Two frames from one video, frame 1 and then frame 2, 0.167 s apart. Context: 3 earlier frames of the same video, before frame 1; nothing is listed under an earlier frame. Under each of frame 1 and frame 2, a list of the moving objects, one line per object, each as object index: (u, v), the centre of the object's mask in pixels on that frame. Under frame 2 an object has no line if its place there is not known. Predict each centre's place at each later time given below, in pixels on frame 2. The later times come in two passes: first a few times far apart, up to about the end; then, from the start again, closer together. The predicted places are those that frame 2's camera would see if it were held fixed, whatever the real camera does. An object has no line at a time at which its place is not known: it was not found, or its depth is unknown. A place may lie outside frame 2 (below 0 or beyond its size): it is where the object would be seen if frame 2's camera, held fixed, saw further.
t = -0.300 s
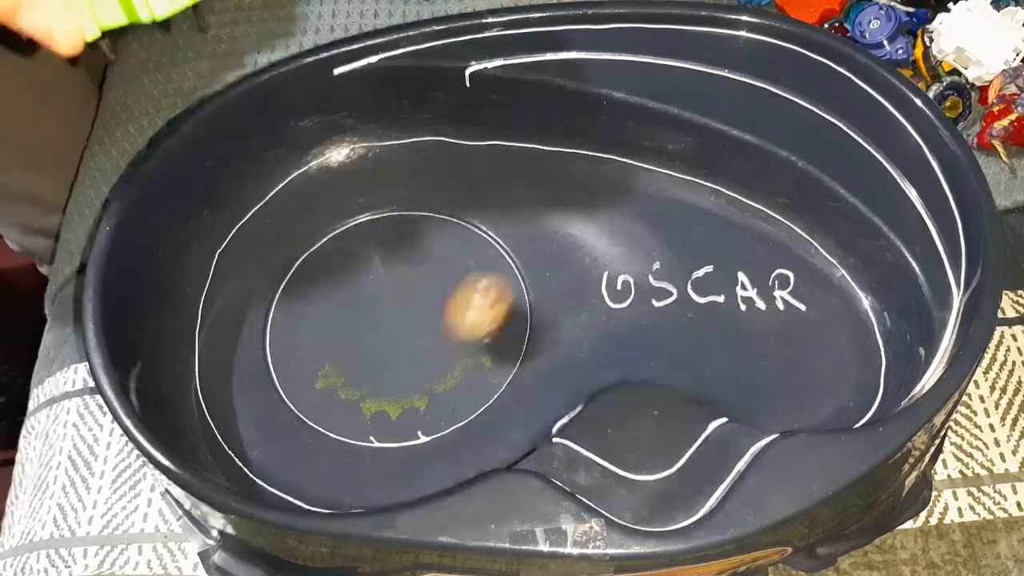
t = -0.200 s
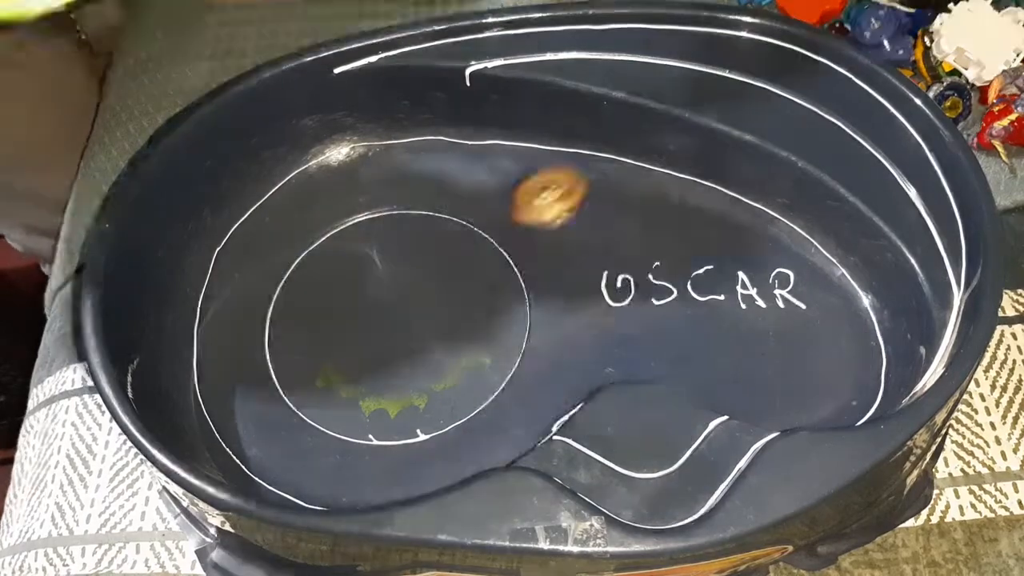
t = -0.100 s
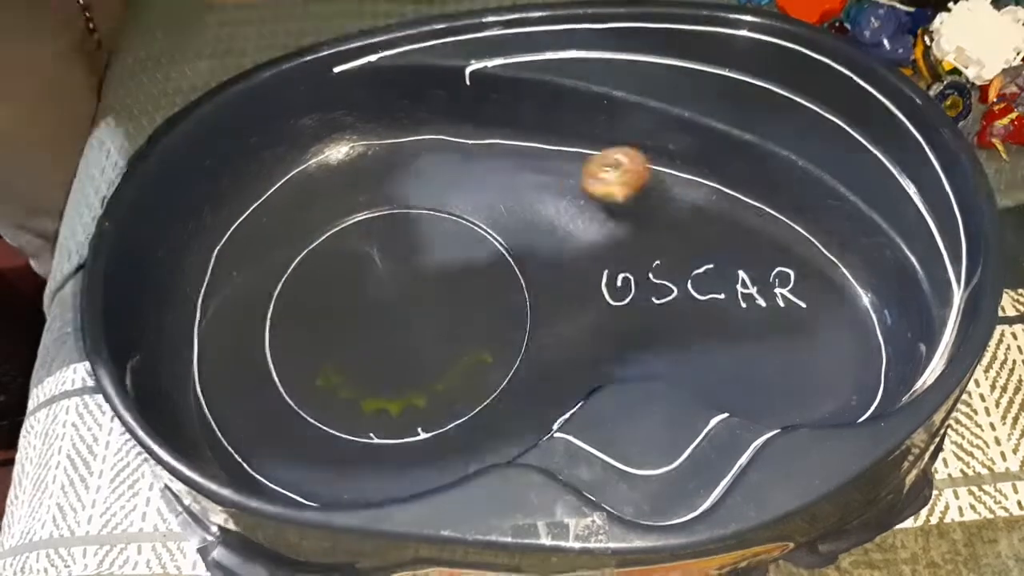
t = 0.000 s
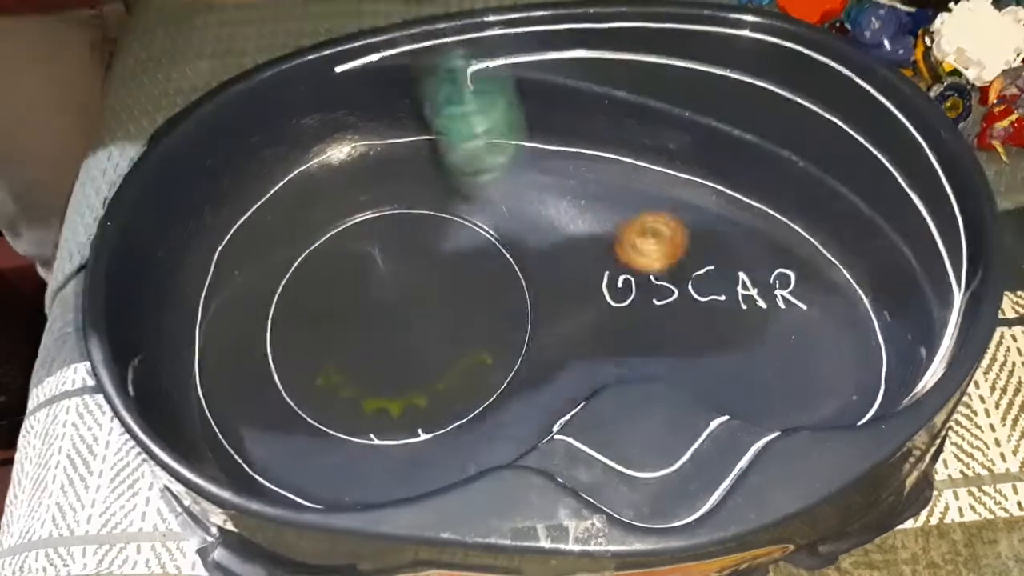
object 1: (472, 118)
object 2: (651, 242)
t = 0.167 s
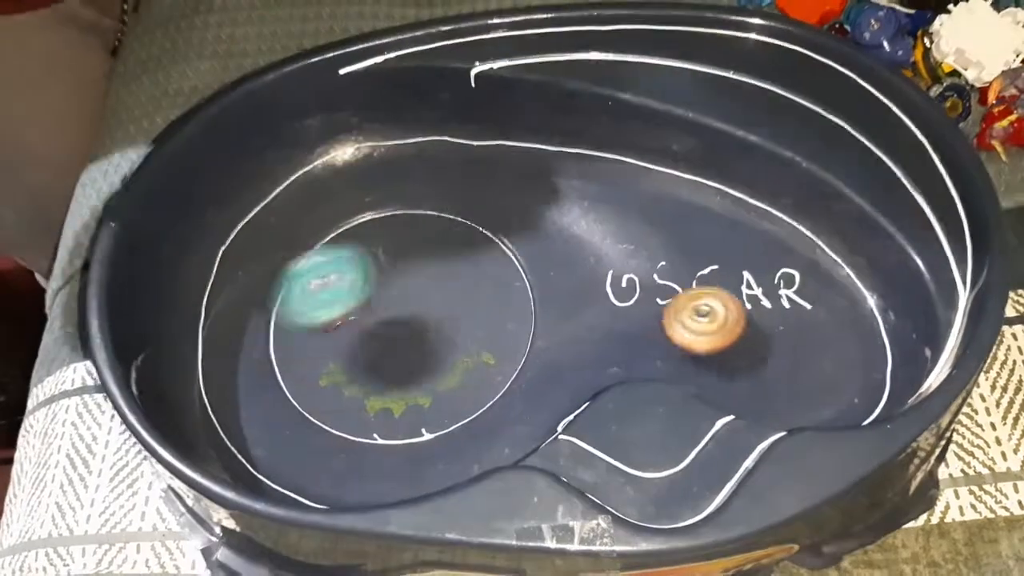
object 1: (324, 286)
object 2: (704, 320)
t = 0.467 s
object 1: (312, 459)
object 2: (801, 247)
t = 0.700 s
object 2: (808, 256)
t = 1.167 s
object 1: (368, 312)
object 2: (706, 269)
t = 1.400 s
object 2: (530, 344)
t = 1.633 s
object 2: (406, 340)
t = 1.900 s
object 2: (351, 235)
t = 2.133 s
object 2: (392, 211)
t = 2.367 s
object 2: (391, 257)
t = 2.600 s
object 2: (333, 291)
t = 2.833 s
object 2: (321, 277)
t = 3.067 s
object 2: (307, 241)
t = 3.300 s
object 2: (367, 236)
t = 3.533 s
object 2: (392, 266)
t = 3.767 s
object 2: (402, 290)
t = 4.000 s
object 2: (381, 325)
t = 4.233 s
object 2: (340, 311)
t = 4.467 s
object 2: (352, 289)
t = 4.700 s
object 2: (358, 254)
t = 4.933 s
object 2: (394, 225)
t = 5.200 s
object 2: (409, 279)
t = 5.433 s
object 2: (361, 318)
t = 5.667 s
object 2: (330, 303)
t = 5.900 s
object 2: (333, 309)
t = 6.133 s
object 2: (350, 315)
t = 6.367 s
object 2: (380, 341)
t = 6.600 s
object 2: (387, 378)
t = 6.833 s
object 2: (395, 391)
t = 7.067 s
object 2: (407, 382)
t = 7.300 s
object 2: (418, 368)
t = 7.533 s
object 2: (426, 346)
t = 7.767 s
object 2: (412, 323)
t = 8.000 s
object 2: (404, 321)
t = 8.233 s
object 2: (375, 321)
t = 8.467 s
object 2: (352, 311)
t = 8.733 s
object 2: (326, 303)
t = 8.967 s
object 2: (317, 312)
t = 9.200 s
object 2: (320, 333)
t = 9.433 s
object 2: (327, 357)
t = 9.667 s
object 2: (324, 358)
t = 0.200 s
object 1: (276, 316)
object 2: (710, 322)
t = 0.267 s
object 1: (238, 347)
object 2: (723, 312)
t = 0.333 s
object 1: (243, 380)
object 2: (737, 288)
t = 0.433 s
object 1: (283, 452)
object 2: (784, 255)
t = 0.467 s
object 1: (312, 459)
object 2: (801, 247)
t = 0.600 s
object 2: (806, 258)
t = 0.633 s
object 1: (428, 459)
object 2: (807, 258)
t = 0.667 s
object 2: (808, 257)
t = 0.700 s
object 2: (808, 256)
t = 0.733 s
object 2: (807, 253)
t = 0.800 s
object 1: (479, 407)
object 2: (800, 245)
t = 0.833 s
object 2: (795, 241)
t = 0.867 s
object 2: (790, 238)
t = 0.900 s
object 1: (488, 358)
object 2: (784, 237)
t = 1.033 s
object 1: (440, 323)
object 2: (753, 240)
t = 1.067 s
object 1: (423, 318)
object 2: (742, 245)
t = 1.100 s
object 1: (406, 315)
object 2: (730, 251)
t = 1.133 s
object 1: (387, 313)
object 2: (718, 259)
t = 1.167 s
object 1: (368, 312)
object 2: (706, 269)
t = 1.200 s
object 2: (693, 279)
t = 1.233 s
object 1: (330, 317)
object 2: (675, 287)
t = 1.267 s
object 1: (310, 323)
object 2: (654, 297)
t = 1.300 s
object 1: (292, 329)
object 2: (626, 308)
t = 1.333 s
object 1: (278, 337)
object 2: (595, 321)
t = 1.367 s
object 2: (563, 332)
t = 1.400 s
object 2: (530, 344)
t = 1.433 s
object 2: (498, 359)
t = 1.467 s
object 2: (470, 364)
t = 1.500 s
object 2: (442, 368)
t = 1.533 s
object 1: (340, 401)
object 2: (423, 368)
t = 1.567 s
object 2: (419, 361)
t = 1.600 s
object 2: (411, 354)
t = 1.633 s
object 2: (406, 340)
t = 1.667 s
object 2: (398, 328)
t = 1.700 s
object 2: (389, 313)
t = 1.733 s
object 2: (381, 296)
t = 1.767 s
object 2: (373, 283)
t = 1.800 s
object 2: (365, 270)
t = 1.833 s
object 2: (359, 259)
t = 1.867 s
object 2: (354, 246)
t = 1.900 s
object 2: (351, 235)
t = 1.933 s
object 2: (351, 225)
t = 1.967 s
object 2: (353, 213)
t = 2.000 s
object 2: (359, 204)
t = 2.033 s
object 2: (371, 205)
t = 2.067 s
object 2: (379, 206)
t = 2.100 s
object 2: (386, 208)
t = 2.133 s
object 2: (392, 211)
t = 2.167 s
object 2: (397, 213)
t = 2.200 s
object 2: (401, 217)
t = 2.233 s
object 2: (403, 222)
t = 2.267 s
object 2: (404, 230)
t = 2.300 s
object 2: (401, 239)
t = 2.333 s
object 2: (397, 248)
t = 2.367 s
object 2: (391, 257)
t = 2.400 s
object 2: (383, 265)
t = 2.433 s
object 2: (375, 274)
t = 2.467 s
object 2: (365, 281)
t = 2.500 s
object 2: (354, 289)
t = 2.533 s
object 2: (343, 295)
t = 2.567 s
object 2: (336, 296)
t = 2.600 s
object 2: (333, 291)
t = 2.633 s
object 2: (333, 284)
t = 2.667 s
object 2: (331, 280)
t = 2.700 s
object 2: (328, 277)
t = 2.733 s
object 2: (326, 276)
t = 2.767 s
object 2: (324, 276)
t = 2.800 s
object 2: (322, 276)
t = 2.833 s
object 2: (321, 277)
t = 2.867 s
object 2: (320, 277)
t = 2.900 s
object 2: (319, 279)
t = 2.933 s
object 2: (319, 283)
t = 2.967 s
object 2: (315, 280)
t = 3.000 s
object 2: (308, 263)
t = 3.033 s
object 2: (304, 251)
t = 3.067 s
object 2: (307, 241)
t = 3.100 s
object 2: (312, 234)
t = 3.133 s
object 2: (320, 230)
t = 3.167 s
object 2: (330, 228)
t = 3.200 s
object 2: (341, 227)
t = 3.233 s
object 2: (351, 228)
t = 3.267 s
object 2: (360, 231)
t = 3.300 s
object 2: (367, 236)
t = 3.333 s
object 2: (374, 241)
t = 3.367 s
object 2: (379, 249)
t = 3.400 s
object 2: (383, 257)
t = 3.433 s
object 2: (386, 260)
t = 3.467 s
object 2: (388, 263)
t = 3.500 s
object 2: (390, 267)
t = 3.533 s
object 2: (392, 266)
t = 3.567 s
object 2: (394, 266)
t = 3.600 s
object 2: (396, 268)
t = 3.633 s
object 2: (398, 271)
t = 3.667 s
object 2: (400, 275)
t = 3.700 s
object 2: (401, 279)
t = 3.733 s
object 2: (402, 284)
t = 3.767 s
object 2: (402, 290)
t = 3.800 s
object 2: (402, 295)
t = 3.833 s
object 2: (401, 301)
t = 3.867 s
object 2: (399, 306)
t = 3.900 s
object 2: (396, 313)
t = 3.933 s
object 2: (393, 319)
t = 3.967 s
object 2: (389, 325)
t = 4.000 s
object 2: (381, 325)
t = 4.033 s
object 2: (372, 326)
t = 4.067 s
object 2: (363, 326)
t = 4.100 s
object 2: (356, 326)
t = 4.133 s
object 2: (349, 324)
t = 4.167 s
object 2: (344, 320)
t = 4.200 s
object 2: (341, 316)
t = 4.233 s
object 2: (340, 311)
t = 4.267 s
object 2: (339, 306)
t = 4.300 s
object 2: (340, 302)
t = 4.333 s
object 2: (340, 298)
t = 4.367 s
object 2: (342, 294)
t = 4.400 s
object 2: (344, 291)
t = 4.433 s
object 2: (348, 290)
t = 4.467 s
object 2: (352, 289)
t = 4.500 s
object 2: (357, 290)
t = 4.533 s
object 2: (362, 294)
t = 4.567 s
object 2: (365, 298)
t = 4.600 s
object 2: (360, 284)
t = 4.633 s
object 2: (358, 271)
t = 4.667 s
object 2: (357, 261)
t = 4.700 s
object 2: (358, 254)
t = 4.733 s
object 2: (359, 247)
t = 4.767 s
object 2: (362, 240)
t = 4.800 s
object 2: (367, 234)
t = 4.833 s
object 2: (372, 230)
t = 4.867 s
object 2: (378, 226)
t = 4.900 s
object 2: (386, 225)
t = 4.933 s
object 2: (394, 225)
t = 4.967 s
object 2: (402, 227)
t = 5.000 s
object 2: (408, 231)
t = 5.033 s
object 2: (413, 237)
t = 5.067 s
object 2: (415, 244)
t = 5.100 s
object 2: (415, 252)
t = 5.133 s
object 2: (415, 260)
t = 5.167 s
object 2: (413, 269)
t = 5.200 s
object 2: (409, 279)
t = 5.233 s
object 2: (404, 288)
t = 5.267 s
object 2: (398, 297)
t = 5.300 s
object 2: (390, 306)
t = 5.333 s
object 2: (382, 314)
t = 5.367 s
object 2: (374, 316)
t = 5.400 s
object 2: (368, 317)
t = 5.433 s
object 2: (361, 318)
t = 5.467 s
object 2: (354, 318)
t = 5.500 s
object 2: (348, 316)
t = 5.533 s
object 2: (343, 314)
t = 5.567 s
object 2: (339, 310)
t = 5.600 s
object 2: (337, 308)
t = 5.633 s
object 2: (333, 304)
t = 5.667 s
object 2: (330, 303)
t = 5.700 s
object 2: (327, 303)
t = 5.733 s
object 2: (326, 304)
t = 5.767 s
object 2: (326, 305)
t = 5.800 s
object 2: (328, 306)
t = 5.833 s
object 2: (329, 307)
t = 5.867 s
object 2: (331, 308)
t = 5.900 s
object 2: (333, 309)
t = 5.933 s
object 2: (334, 311)
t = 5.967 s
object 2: (336, 313)
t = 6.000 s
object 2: (338, 312)
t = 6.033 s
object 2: (341, 311)
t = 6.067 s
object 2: (343, 311)
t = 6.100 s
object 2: (347, 313)
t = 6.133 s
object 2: (350, 315)
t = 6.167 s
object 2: (354, 318)
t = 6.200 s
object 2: (359, 320)
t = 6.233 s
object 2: (364, 324)
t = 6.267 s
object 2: (367, 329)
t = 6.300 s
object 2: (369, 335)
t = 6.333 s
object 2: (374, 338)
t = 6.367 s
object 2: (380, 341)
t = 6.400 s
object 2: (384, 346)
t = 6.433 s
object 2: (387, 350)
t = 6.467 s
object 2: (390, 355)
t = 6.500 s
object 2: (392, 361)
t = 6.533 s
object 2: (392, 367)
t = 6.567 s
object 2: (390, 373)
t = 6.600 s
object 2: (387, 378)
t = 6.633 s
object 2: (383, 382)
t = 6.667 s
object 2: (382, 386)
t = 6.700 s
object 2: (389, 388)
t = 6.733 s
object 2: (394, 388)
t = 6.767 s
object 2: (396, 388)
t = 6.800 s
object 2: (395, 389)
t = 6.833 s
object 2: (395, 391)
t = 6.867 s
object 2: (398, 393)
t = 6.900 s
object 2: (402, 393)
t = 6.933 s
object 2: (405, 391)
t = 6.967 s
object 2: (407, 389)
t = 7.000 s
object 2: (407, 387)
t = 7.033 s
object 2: (407, 385)
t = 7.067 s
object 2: (407, 382)
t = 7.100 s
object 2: (406, 380)
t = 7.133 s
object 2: (407, 378)
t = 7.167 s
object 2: (408, 376)
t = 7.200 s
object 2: (410, 374)
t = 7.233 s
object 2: (412, 372)
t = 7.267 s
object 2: (415, 370)
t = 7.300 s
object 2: (418, 368)
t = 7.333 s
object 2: (421, 365)
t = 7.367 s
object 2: (424, 363)
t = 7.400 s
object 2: (426, 360)
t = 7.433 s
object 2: (427, 357)
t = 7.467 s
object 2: (427, 353)
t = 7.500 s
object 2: (427, 350)
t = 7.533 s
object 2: (426, 346)
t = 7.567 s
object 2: (424, 343)
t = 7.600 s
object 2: (422, 340)
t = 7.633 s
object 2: (420, 336)
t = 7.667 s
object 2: (418, 333)
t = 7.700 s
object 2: (416, 329)
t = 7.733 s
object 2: (414, 326)
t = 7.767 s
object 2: (412, 323)
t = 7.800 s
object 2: (411, 319)
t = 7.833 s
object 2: (410, 317)
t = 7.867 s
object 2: (410, 315)
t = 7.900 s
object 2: (410, 317)
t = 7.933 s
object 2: (409, 318)
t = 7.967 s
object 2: (407, 320)
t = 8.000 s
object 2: (404, 321)
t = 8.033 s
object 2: (400, 322)
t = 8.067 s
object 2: (396, 323)
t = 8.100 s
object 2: (392, 323)
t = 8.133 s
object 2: (387, 323)
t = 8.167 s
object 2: (383, 322)
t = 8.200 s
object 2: (379, 322)
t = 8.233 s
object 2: (375, 321)
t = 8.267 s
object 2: (371, 320)
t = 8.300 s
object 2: (367, 319)
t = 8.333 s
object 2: (363, 318)
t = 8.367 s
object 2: (360, 316)
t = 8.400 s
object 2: (357, 315)
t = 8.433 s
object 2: (354, 312)
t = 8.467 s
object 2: (352, 311)
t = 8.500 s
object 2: (350, 308)
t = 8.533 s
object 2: (349, 306)
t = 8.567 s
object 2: (344, 306)
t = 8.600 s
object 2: (339, 305)
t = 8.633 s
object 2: (335, 304)
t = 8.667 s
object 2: (332, 303)
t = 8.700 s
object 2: (329, 303)
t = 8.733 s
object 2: (326, 303)
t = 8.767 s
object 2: (324, 303)
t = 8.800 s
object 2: (322, 304)
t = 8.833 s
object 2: (321, 305)
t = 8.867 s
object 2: (320, 306)
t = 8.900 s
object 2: (319, 308)
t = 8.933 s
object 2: (318, 310)
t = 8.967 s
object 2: (317, 312)
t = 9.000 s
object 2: (317, 314)
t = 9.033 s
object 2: (317, 317)
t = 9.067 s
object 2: (317, 320)
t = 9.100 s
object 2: (318, 324)
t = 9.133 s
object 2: (319, 327)
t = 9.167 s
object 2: (319, 330)
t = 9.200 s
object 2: (320, 333)
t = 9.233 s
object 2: (321, 337)
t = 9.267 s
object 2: (322, 340)
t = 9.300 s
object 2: (323, 344)
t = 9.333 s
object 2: (324, 348)
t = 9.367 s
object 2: (325, 351)
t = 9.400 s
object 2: (326, 355)
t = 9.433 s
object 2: (327, 357)
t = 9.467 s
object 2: (329, 359)
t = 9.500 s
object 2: (330, 361)
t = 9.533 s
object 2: (332, 363)
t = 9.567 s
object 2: (330, 363)
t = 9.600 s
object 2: (327, 361)
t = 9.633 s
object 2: (325, 359)
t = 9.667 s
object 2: (324, 358)
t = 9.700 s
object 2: (324, 355)
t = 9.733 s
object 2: (326, 353)
